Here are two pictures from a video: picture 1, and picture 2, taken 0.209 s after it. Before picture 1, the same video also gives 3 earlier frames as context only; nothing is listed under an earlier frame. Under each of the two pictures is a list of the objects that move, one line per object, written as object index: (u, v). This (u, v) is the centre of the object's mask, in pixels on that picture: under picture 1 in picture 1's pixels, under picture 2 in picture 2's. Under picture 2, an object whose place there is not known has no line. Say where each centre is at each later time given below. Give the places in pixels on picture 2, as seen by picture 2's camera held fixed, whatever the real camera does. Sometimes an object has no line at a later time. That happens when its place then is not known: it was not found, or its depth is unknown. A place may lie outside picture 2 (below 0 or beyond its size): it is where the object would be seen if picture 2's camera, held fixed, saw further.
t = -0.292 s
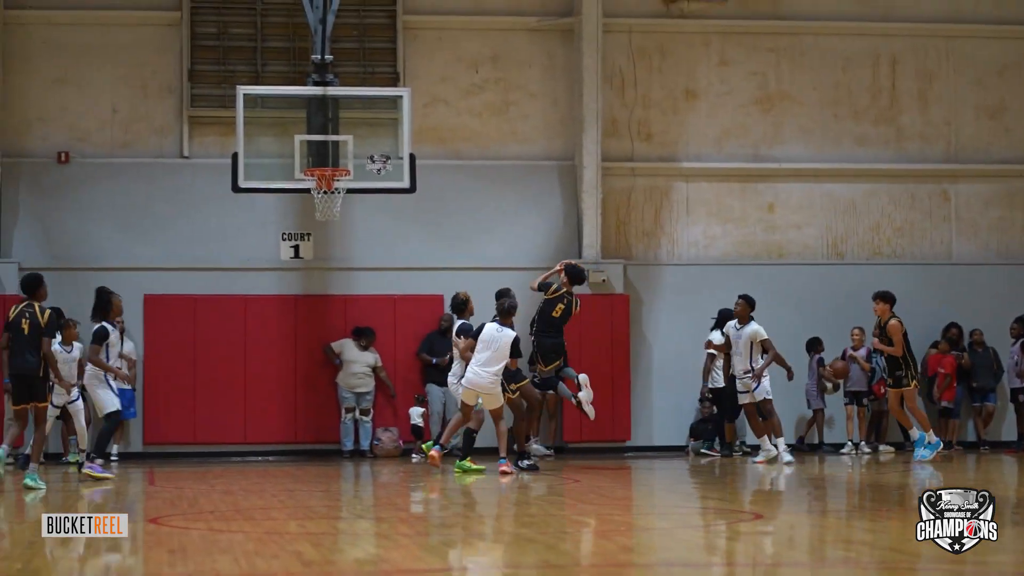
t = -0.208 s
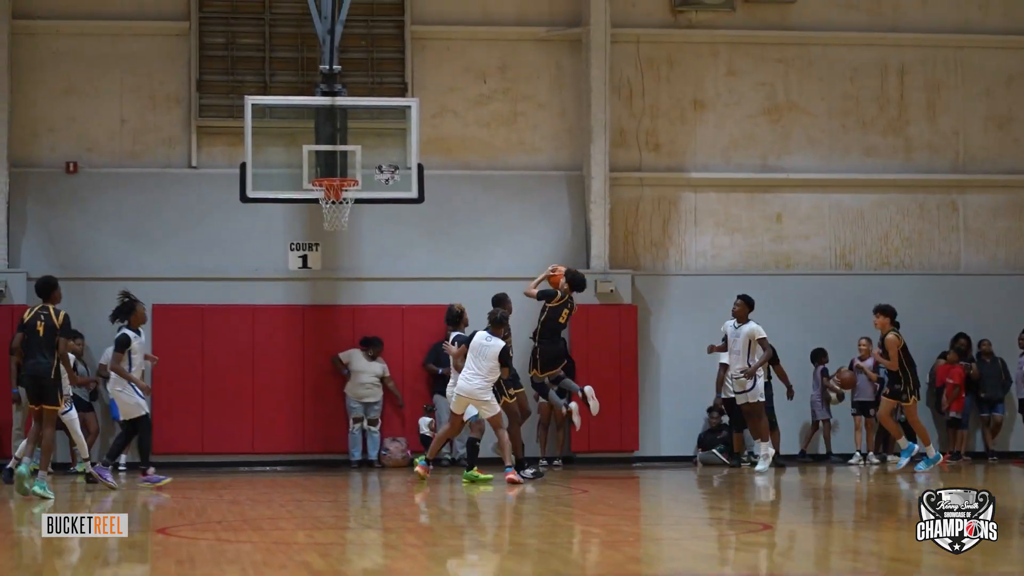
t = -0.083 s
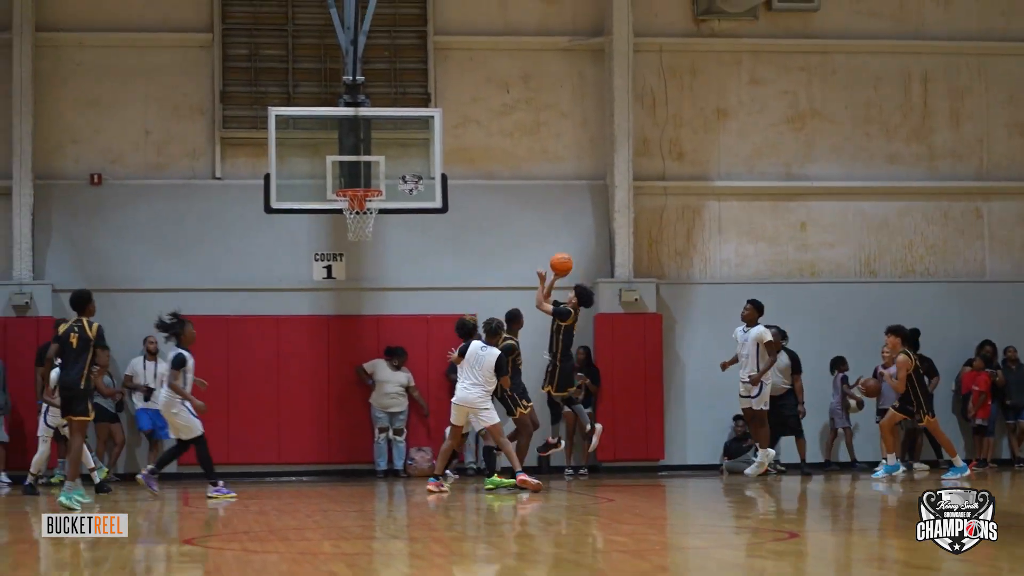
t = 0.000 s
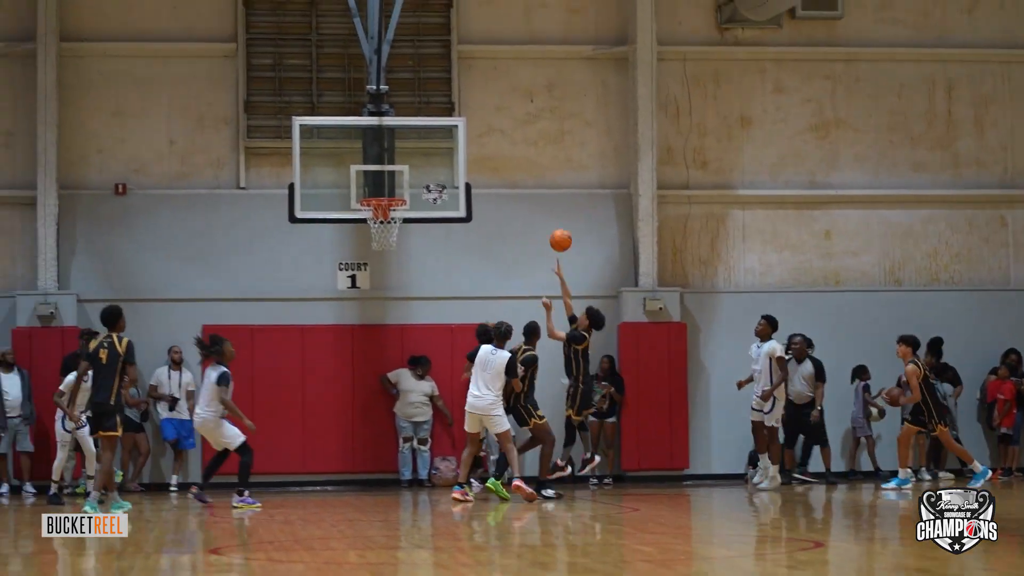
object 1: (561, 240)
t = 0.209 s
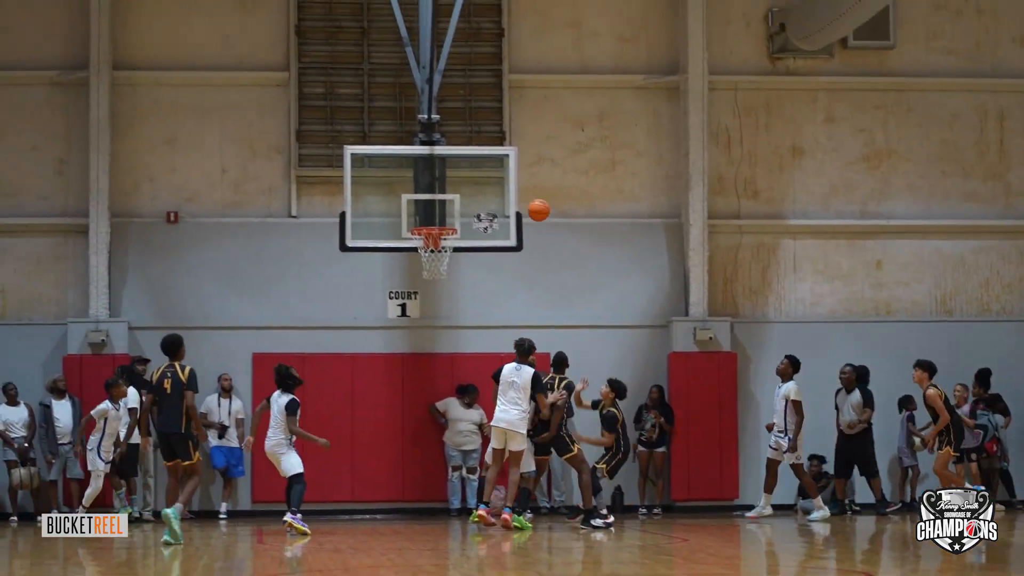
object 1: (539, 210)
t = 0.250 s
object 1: (524, 203)
